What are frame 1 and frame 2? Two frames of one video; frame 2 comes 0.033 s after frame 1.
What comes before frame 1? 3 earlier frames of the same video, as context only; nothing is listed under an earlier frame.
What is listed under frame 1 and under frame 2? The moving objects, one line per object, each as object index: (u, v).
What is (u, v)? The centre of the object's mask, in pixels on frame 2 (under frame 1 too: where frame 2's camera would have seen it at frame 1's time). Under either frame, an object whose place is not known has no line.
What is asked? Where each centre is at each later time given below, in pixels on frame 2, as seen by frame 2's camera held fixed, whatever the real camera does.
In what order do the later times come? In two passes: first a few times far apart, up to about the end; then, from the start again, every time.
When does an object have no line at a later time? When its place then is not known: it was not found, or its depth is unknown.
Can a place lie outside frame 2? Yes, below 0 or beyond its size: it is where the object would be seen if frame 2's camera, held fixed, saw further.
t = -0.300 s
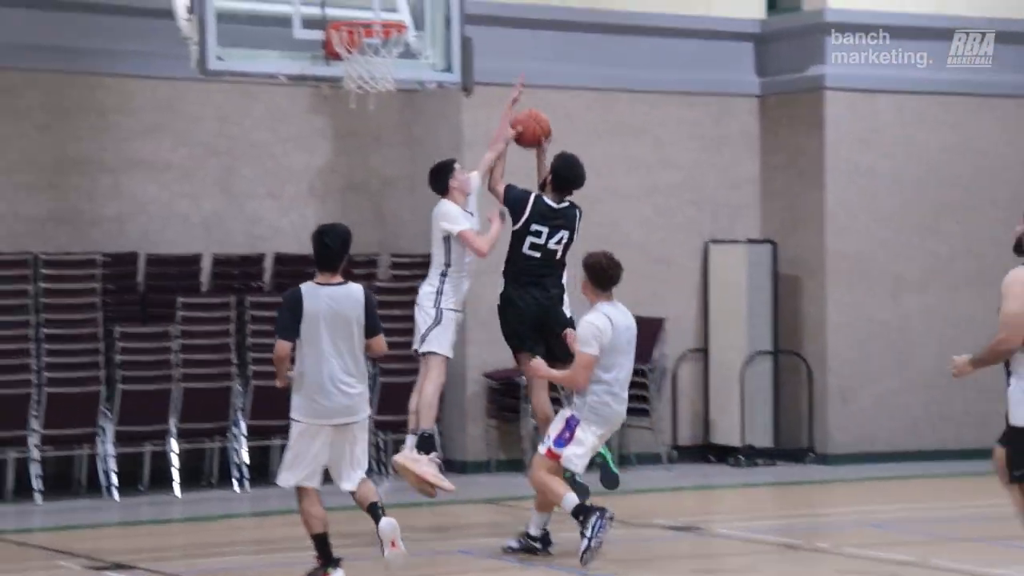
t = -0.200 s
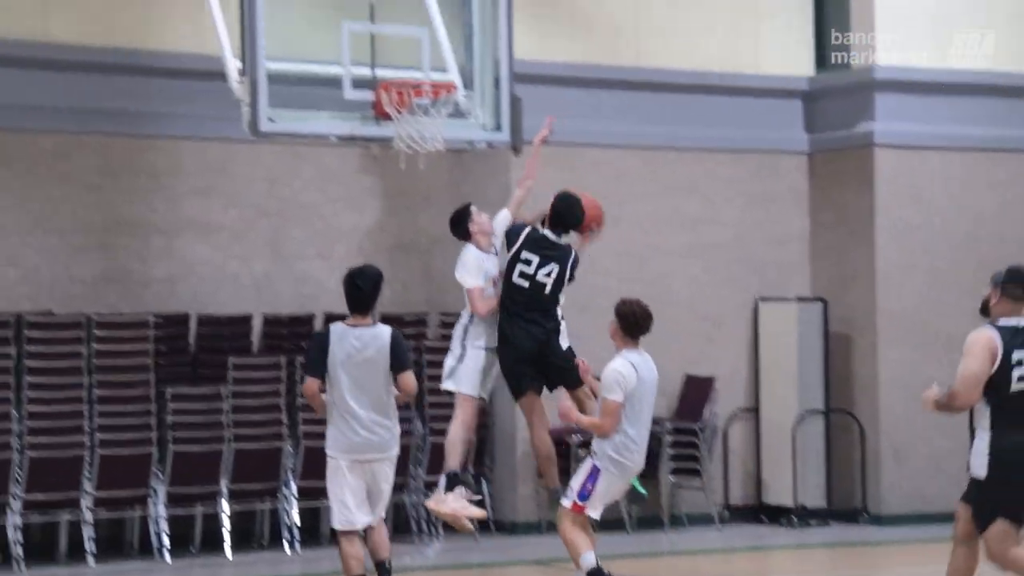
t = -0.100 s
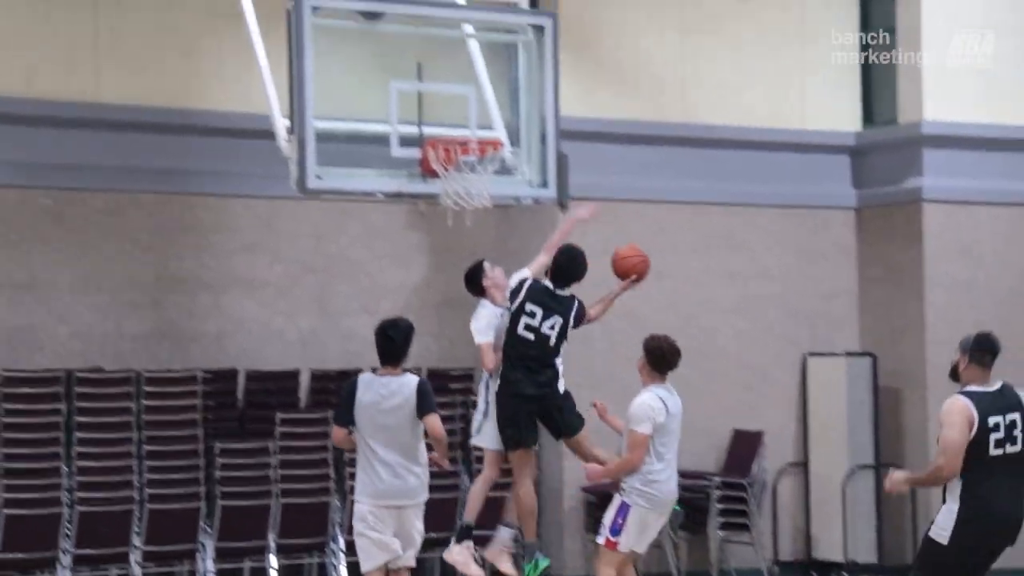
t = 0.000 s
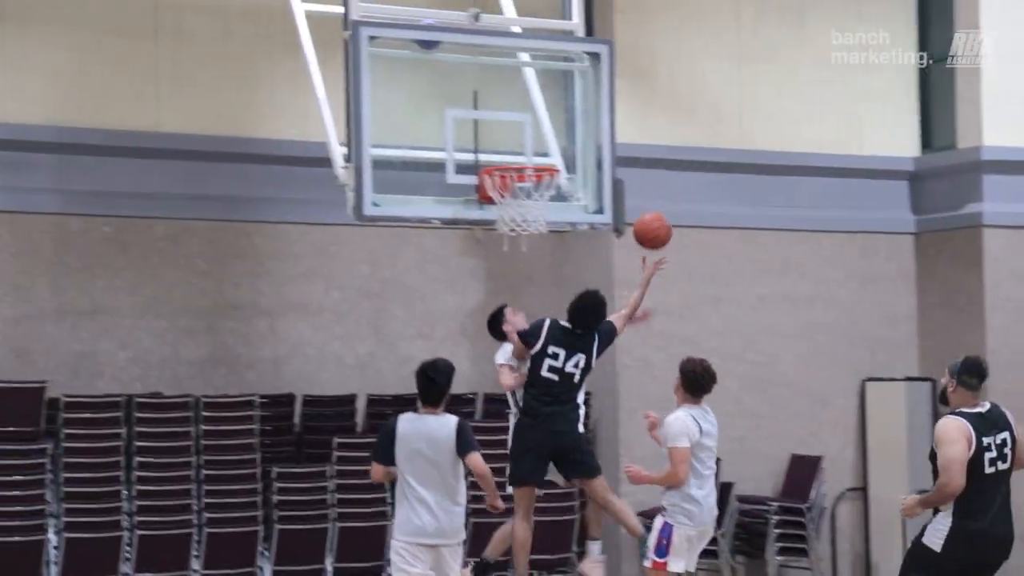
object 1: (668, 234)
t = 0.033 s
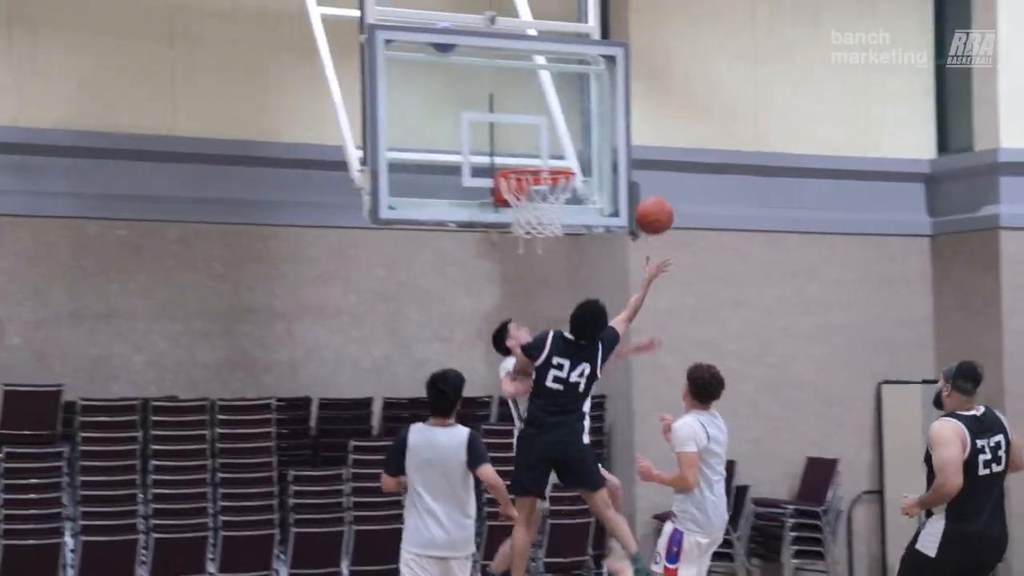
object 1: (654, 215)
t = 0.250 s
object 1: (566, 139)
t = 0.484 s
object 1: (530, 136)
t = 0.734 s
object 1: (548, 174)
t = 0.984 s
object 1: (533, 224)
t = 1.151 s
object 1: (536, 292)
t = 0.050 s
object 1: (648, 207)
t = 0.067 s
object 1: (641, 198)
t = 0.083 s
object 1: (634, 190)
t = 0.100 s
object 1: (627, 183)
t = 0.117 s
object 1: (620, 176)
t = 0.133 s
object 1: (613, 170)
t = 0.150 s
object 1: (606, 165)
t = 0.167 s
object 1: (599, 159)
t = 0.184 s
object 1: (593, 154)
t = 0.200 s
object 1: (585, 149)
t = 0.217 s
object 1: (579, 145)
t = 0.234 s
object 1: (572, 142)
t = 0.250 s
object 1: (566, 139)
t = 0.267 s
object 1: (559, 136)
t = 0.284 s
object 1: (552, 133)
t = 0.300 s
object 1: (545, 131)
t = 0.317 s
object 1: (539, 130)
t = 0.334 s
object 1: (534, 128)
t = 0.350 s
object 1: (533, 128)
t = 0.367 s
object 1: (533, 127)
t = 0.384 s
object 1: (533, 128)
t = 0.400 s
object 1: (532, 128)
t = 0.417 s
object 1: (532, 129)
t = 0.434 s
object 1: (531, 130)
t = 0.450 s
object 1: (531, 131)
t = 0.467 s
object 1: (530, 133)
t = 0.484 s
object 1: (530, 136)
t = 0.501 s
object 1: (529, 139)
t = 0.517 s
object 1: (529, 143)
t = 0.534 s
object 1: (528, 147)
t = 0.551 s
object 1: (528, 151)
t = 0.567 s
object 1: (527, 154)
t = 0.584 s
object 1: (527, 157)
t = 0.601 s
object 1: (531, 157)
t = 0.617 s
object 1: (534, 156)
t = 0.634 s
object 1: (538, 157)
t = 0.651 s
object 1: (542, 158)
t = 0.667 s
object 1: (546, 167)
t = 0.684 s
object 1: (548, 168)
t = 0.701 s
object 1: (552, 172)
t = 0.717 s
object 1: (551, 174)
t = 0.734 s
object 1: (548, 174)
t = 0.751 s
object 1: (545, 175)
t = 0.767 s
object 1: (536, 179)
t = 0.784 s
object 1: (533, 180)
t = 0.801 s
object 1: (530, 182)
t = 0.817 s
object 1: (527, 184)
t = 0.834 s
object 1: (526, 185)
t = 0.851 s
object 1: (526, 188)
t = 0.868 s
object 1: (526, 190)
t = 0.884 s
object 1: (526, 193)
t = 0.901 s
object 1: (526, 197)
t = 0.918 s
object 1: (526, 201)
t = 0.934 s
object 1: (526, 206)
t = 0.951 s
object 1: (526, 210)
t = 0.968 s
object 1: (527, 215)
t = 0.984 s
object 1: (533, 224)
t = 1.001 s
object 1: (529, 237)
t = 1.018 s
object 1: (530, 239)
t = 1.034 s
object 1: (530, 242)
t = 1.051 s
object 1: (531, 244)
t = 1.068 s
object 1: (532, 251)
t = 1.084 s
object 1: (532, 258)
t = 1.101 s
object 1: (533, 266)
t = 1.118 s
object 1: (534, 274)
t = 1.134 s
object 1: (535, 283)
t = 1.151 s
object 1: (536, 292)
